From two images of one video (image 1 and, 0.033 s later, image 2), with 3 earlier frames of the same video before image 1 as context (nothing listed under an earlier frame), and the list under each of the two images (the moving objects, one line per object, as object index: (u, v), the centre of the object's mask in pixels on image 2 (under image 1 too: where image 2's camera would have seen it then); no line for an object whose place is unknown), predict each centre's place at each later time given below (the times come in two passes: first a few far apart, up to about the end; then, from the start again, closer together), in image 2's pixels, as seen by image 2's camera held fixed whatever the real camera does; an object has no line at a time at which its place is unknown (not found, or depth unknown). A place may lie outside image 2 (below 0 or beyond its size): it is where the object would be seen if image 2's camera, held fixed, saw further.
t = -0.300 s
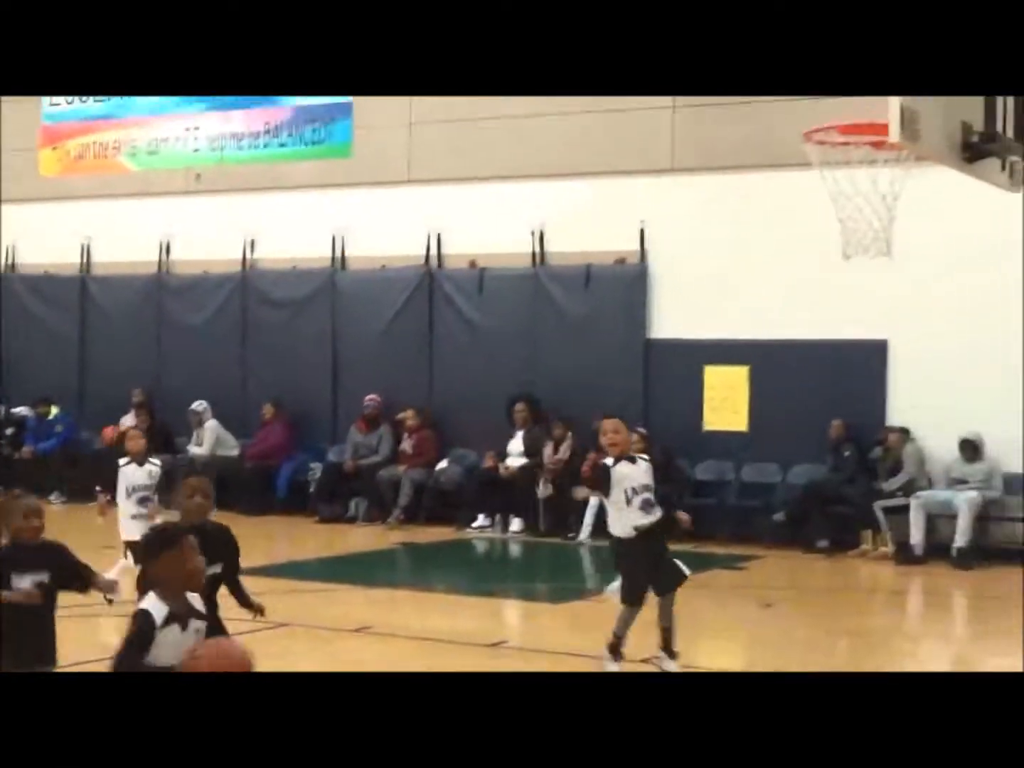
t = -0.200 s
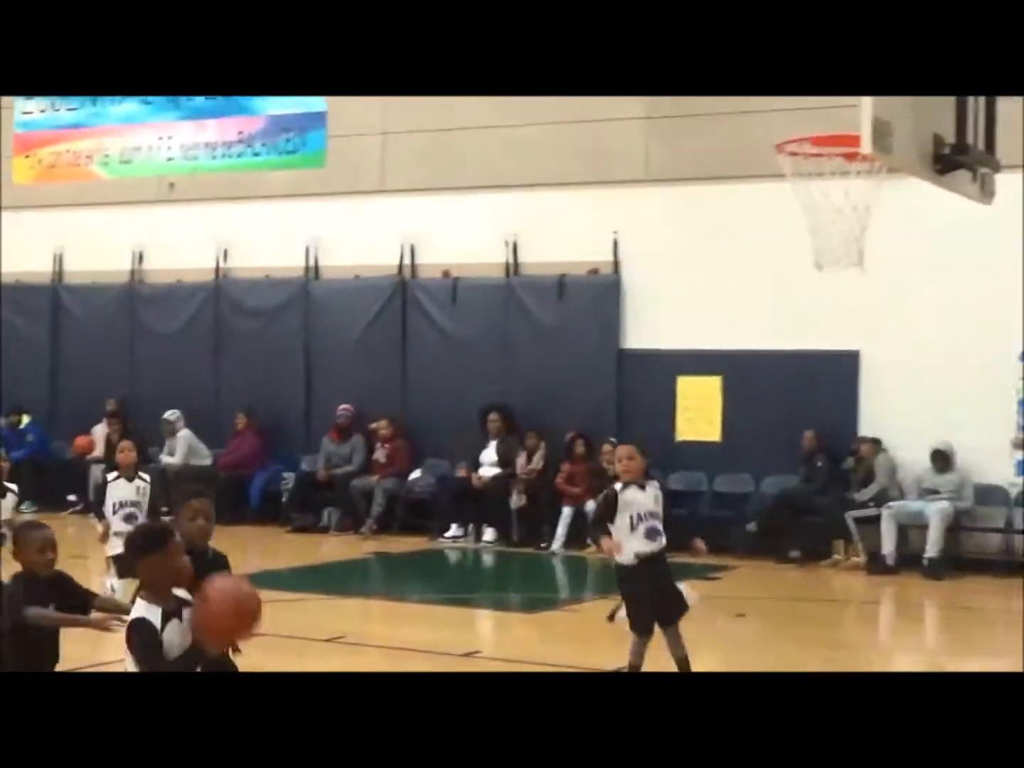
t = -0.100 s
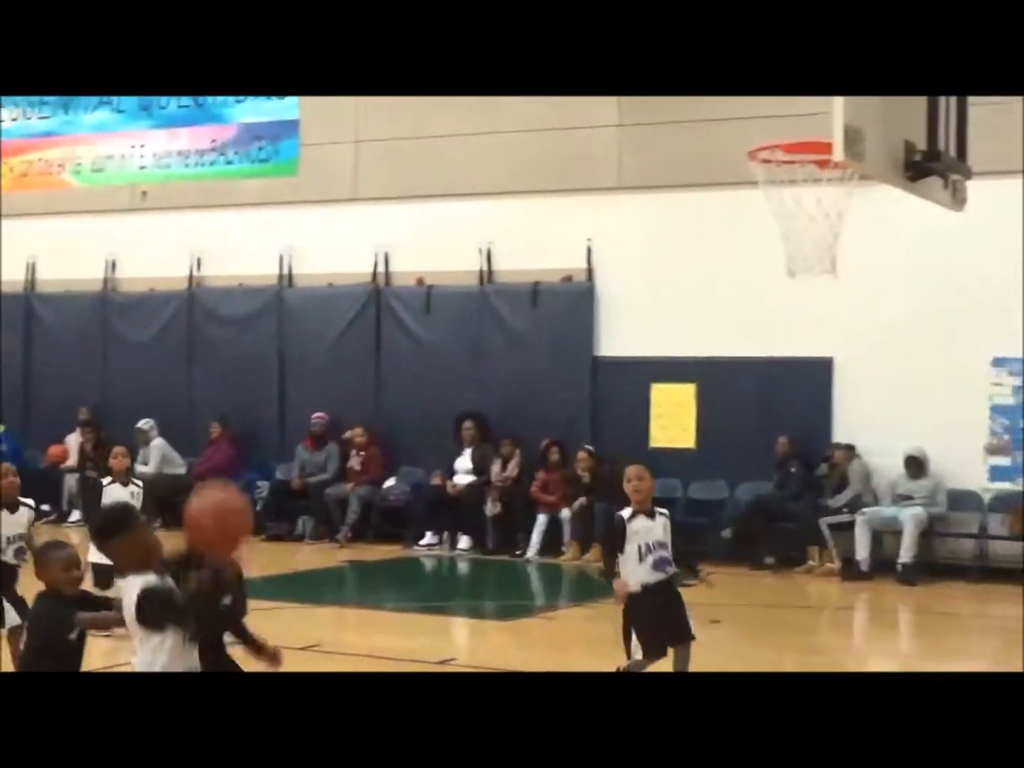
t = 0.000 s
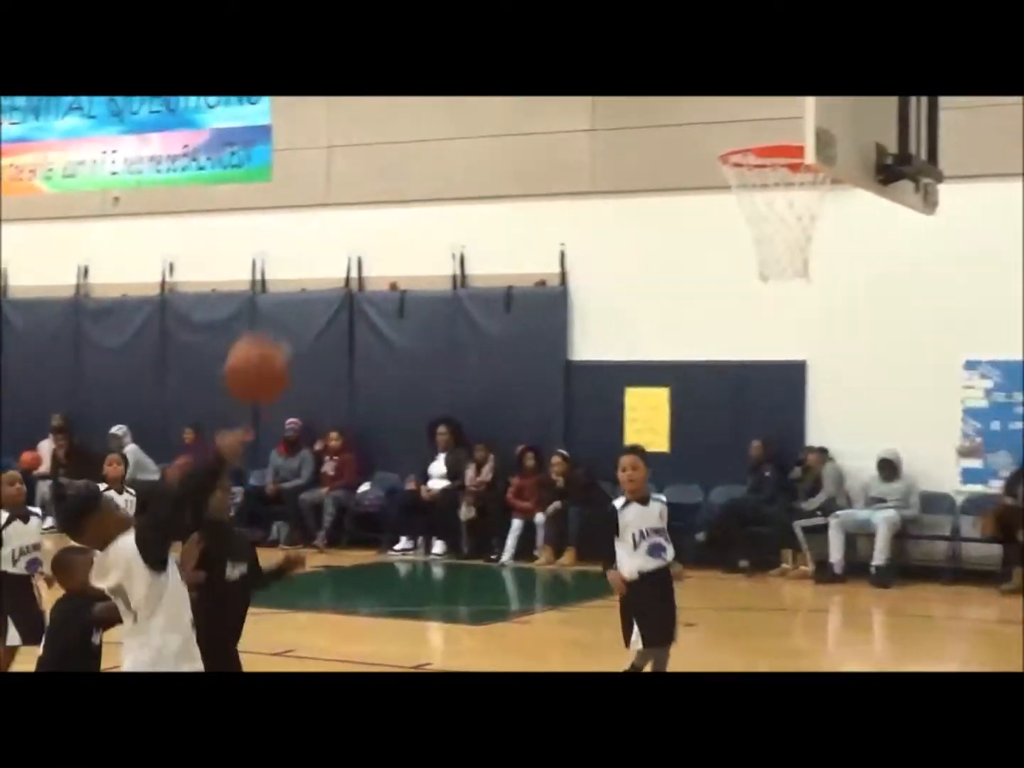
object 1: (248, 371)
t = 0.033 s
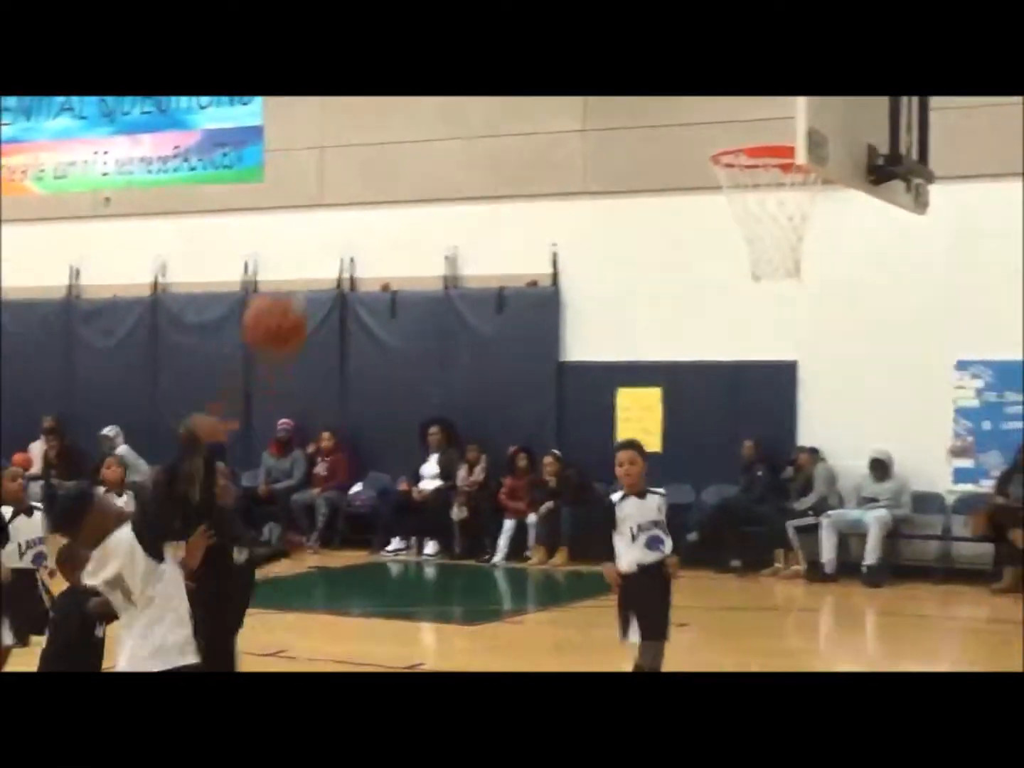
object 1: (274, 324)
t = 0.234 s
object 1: (421, 123)
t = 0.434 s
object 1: (540, 52)
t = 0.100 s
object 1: (328, 240)
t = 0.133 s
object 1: (354, 204)
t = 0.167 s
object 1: (378, 173)
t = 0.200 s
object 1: (400, 146)
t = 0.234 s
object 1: (421, 123)
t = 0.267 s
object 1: (442, 103)
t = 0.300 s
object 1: (463, 86)
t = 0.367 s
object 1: (502, 63)
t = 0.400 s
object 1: (521, 56)
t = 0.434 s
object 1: (540, 52)
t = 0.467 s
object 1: (558, 51)
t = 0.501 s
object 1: (575, 52)
